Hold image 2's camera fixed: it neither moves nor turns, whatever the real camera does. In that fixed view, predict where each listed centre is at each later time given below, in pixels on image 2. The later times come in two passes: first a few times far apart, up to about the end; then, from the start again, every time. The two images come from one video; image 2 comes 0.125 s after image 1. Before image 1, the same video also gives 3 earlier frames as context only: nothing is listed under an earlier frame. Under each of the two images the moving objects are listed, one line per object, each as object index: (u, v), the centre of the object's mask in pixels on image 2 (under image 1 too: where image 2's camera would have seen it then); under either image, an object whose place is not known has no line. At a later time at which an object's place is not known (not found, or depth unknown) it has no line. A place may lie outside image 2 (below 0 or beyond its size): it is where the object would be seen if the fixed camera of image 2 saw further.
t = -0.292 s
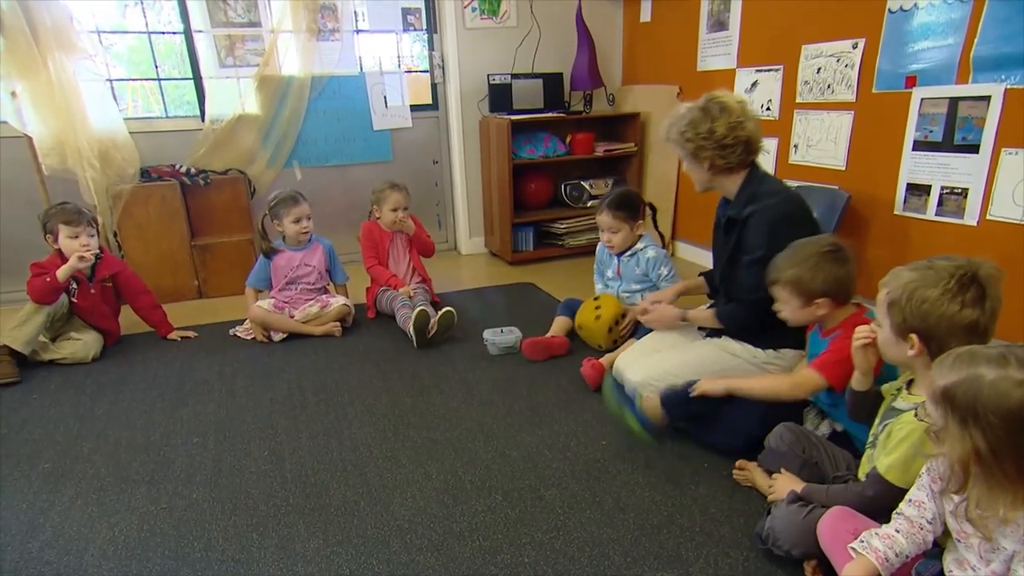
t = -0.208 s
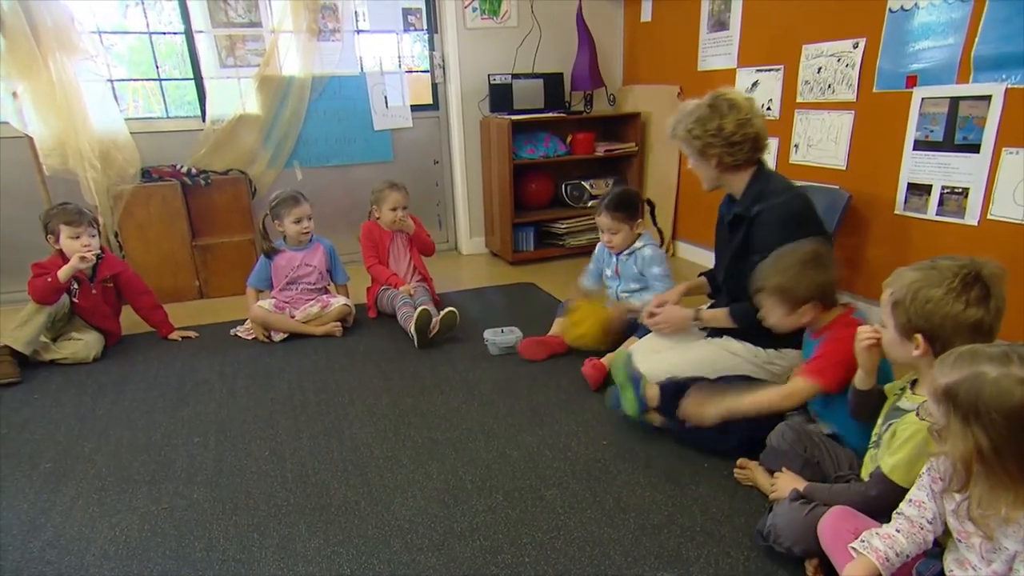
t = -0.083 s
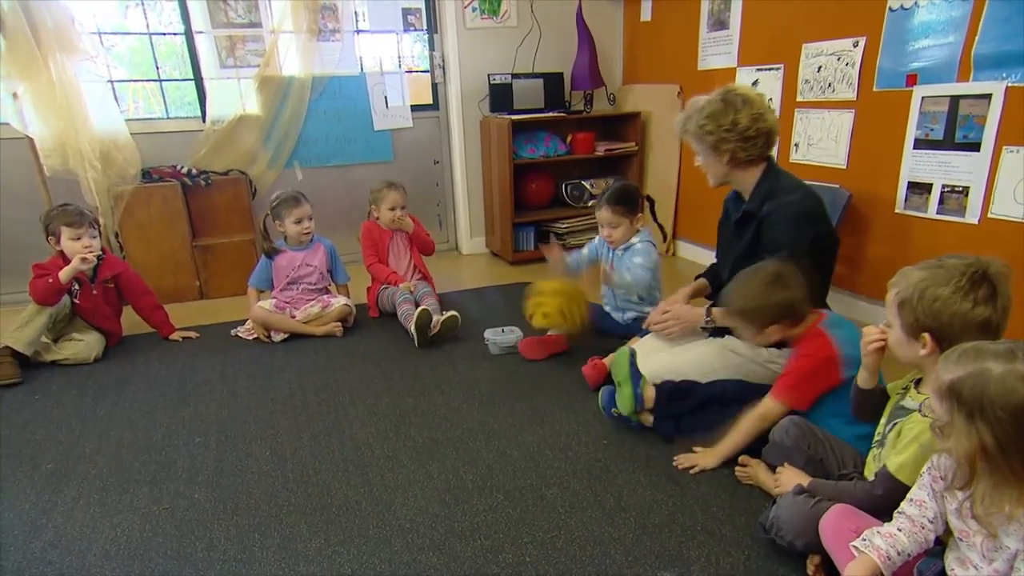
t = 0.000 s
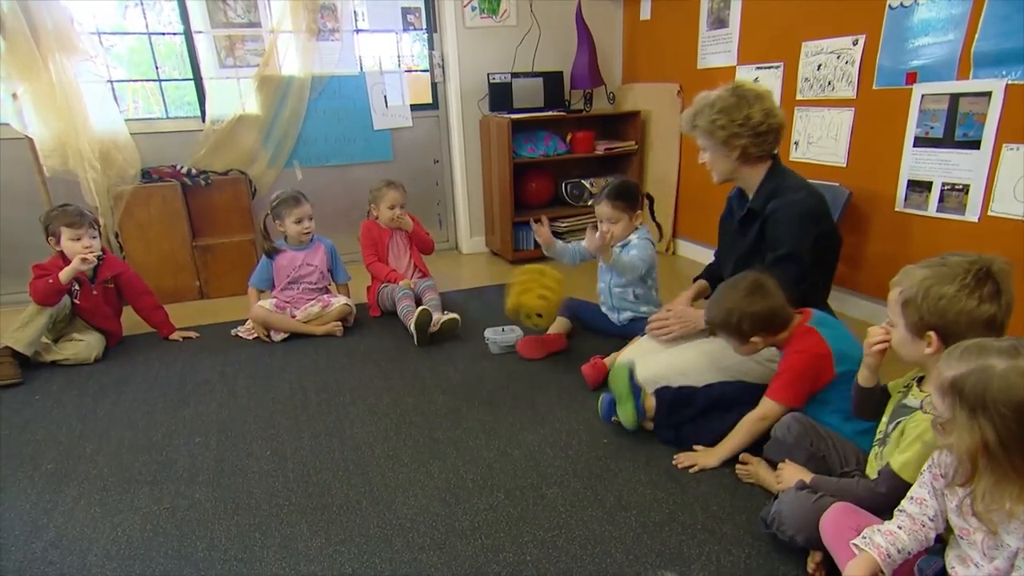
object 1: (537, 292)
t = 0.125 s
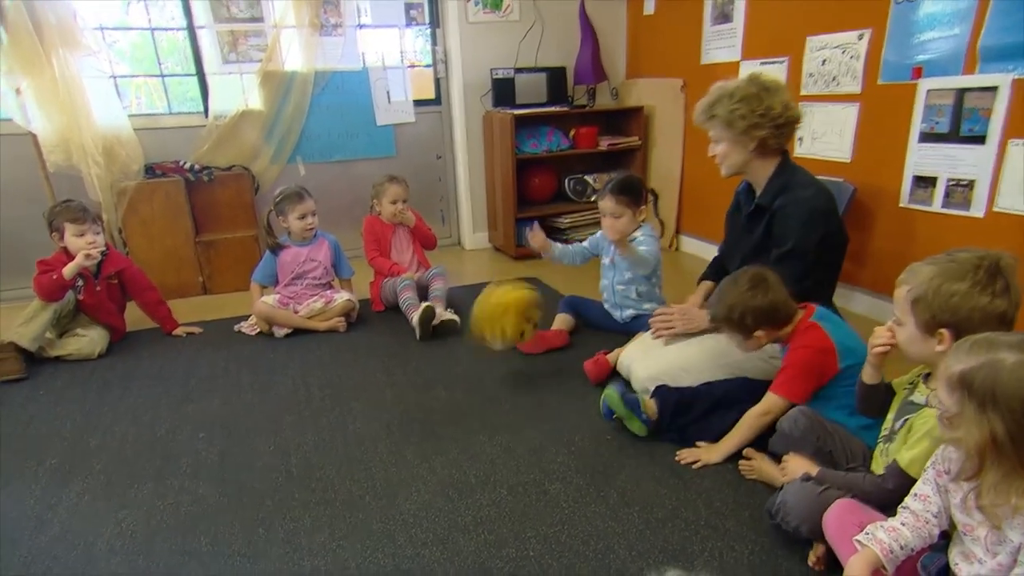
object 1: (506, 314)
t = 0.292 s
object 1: (459, 364)
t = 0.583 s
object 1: (394, 366)
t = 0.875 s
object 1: (345, 362)
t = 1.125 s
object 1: (309, 364)
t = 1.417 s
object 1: (271, 378)
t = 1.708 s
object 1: (255, 382)
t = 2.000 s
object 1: (244, 389)
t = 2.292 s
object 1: (225, 396)
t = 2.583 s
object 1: (232, 398)
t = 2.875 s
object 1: (233, 397)
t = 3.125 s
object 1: (233, 398)
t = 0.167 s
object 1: (496, 330)
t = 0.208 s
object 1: (486, 355)
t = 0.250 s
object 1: (471, 371)
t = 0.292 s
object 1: (459, 364)
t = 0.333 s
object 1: (450, 351)
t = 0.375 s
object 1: (439, 343)
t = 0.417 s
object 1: (429, 339)
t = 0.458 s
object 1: (419, 341)
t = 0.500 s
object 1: (411, 347)
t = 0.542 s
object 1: (401, 360)
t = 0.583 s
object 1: (394, 366)
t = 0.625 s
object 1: (386, 362)
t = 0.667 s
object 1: (377, 353)
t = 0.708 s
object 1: (370, 352)
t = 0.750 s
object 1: (364, 354)
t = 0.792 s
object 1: (357, 361)
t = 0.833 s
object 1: (352, 368)
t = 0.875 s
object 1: (345, 362)
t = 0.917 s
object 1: (338, 360)
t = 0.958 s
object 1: (332, 361)
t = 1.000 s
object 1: (325, 365)
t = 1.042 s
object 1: (319, 361)
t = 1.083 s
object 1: (313, 359)
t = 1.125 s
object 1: (309, 364)
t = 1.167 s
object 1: (304, 366)
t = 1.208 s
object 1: (299, 366)
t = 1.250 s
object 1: (294, 368)
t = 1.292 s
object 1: (289, 370)
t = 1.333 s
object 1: (283, 373)
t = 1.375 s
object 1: (277, 376)
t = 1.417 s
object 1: (271, 378)
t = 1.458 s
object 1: (266, 379)
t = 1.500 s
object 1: (263, 379)
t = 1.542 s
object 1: (260, 379)
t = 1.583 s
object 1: (258, 380)
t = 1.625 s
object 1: (257, 381)
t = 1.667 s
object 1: (256, 382)
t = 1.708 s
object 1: (255, 382)
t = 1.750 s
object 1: (254, 383)
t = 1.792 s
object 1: (253, 384)
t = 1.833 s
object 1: (252, 385)
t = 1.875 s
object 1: (250, 385)
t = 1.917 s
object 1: (249, 386)
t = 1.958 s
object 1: (247, 388)
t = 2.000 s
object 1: (244, 389)
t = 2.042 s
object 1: (240, 392)
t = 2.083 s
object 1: (235, 396)
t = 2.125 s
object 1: (230, 398)
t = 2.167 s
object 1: (227, 396)
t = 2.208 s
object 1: (225, 396)
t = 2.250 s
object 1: (224, 396)
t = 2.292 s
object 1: (225, 396)
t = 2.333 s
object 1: (228, 396)
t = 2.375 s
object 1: (232, 397)
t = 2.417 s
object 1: (235, 396)
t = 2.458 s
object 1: (237, 396)
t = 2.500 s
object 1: (236, 396)
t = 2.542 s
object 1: (235, 397)
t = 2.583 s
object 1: (232, 398)
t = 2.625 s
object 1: (231, 397)
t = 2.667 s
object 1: (232, 397)
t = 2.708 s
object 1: (233, 398)
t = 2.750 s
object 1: (234, 398)
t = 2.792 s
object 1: (234, 398)
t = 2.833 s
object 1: (233, 398)
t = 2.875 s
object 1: (233, 397)
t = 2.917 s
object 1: (233, 398)
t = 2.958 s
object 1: (233, 398)
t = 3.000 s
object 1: (233, 398)
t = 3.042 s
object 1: (233, 398)
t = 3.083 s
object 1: (233, 398)
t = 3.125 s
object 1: (233, 398)
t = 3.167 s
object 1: (233, 398)
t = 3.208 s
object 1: (233, 398)
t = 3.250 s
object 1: (233, 398)
